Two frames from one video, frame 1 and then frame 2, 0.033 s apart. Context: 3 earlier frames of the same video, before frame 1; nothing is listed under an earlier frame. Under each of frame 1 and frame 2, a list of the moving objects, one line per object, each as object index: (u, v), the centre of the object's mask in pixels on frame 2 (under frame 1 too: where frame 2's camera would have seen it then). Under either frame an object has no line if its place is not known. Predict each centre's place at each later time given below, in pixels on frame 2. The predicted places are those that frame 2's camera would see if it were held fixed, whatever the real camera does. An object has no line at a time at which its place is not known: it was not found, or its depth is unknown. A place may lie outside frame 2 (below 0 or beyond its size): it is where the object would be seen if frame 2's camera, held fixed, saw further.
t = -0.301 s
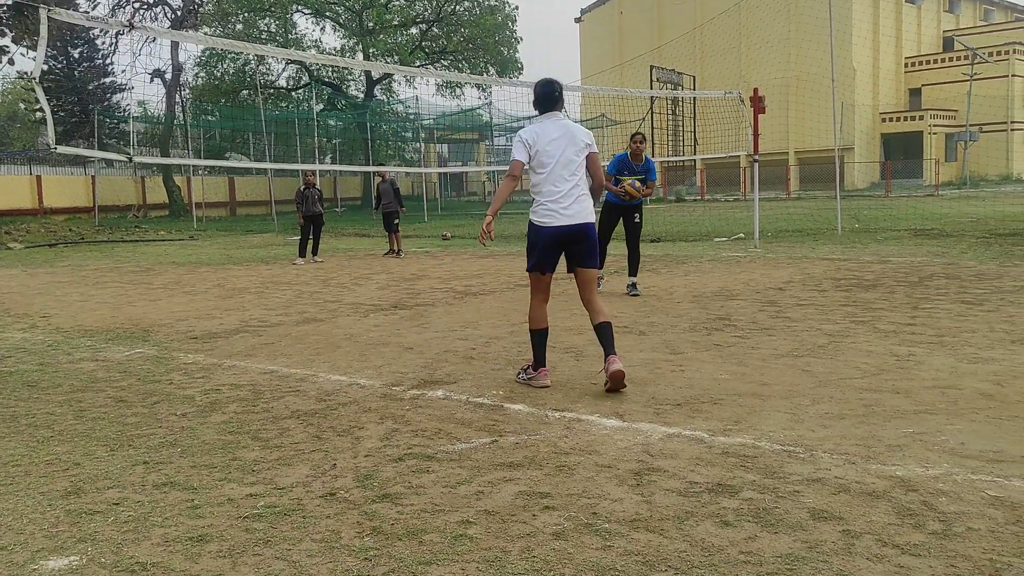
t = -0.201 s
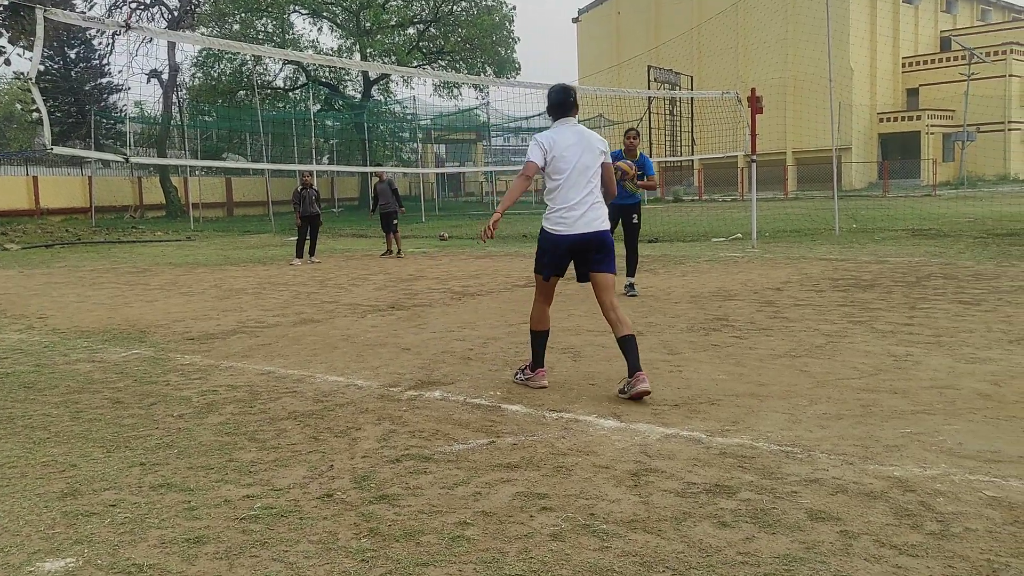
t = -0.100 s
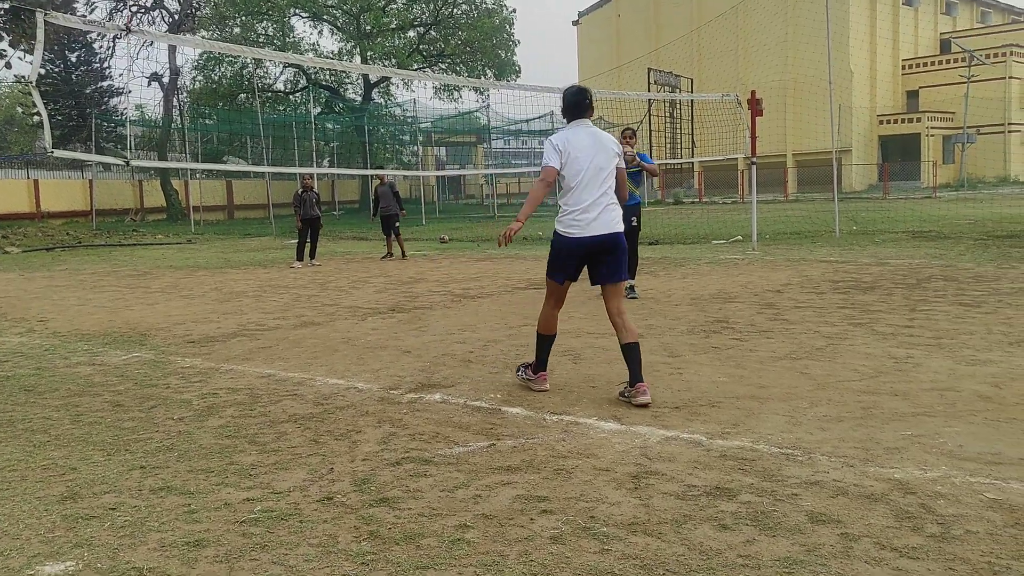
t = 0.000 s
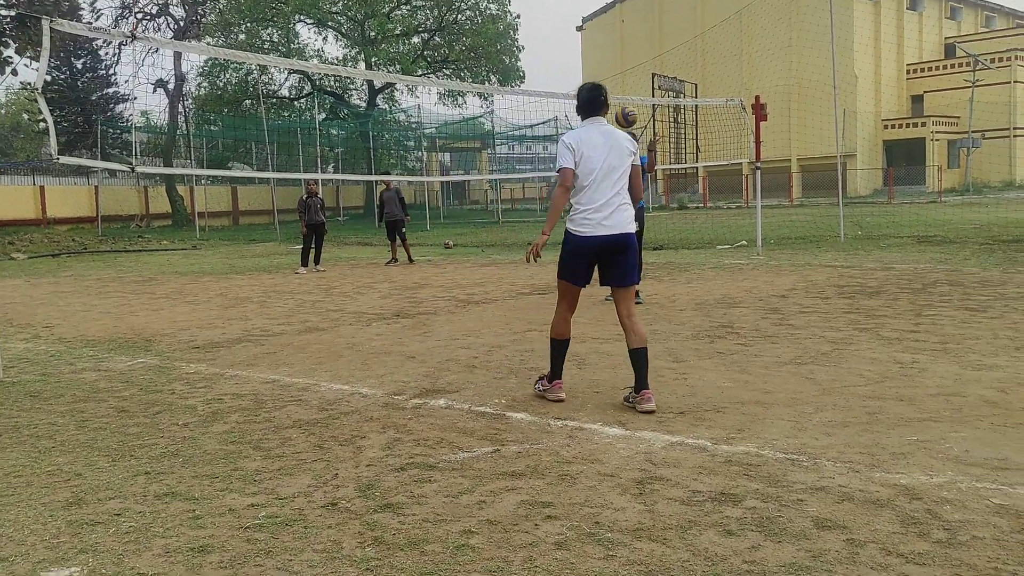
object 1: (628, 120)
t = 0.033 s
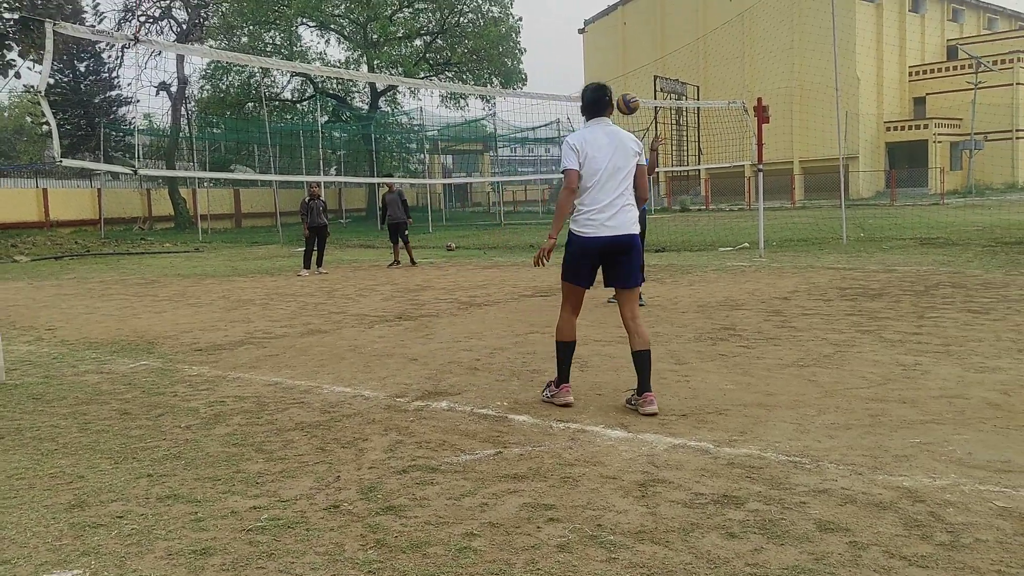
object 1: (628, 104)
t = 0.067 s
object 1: (627, 89)
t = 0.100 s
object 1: (627, 75)
